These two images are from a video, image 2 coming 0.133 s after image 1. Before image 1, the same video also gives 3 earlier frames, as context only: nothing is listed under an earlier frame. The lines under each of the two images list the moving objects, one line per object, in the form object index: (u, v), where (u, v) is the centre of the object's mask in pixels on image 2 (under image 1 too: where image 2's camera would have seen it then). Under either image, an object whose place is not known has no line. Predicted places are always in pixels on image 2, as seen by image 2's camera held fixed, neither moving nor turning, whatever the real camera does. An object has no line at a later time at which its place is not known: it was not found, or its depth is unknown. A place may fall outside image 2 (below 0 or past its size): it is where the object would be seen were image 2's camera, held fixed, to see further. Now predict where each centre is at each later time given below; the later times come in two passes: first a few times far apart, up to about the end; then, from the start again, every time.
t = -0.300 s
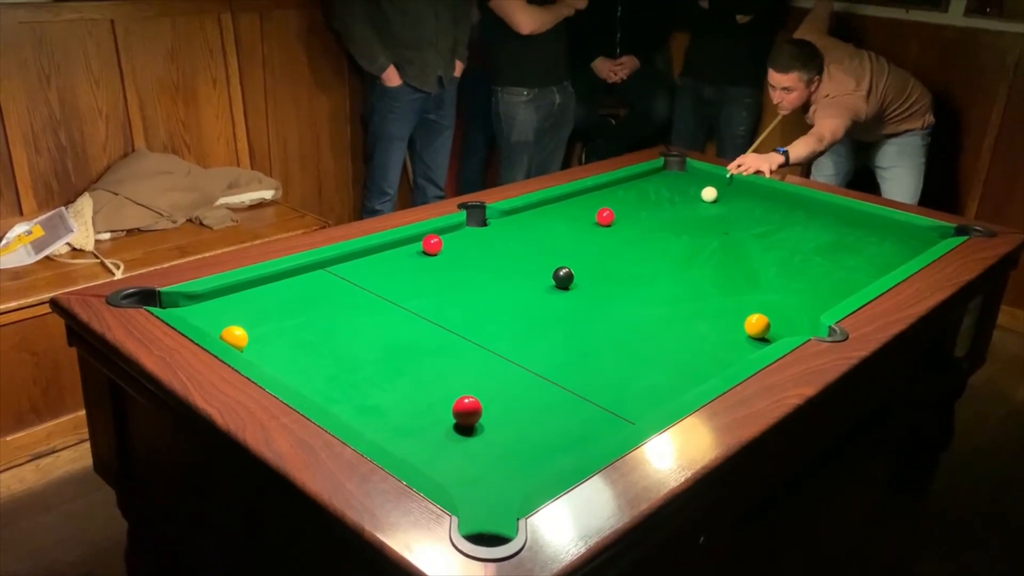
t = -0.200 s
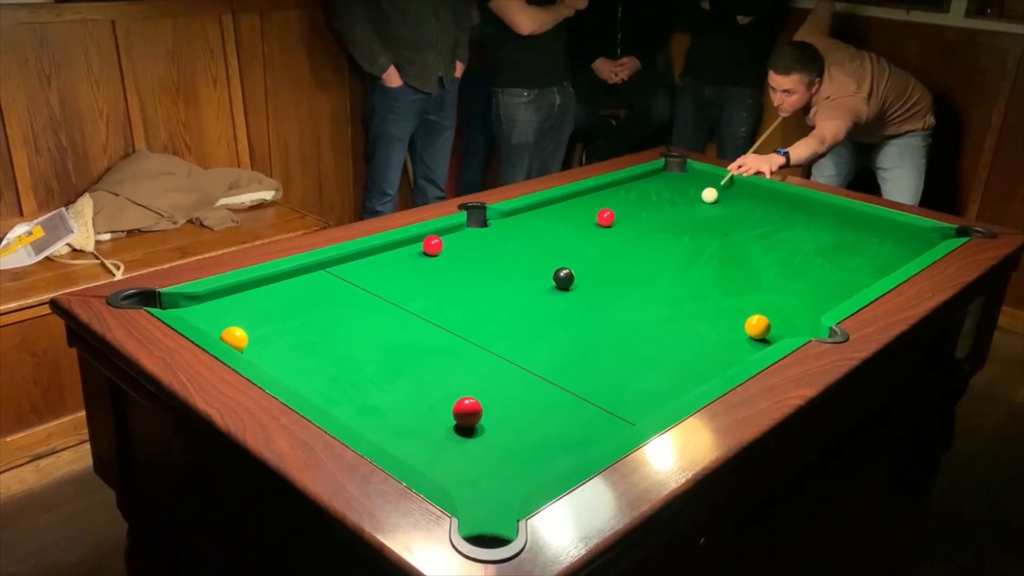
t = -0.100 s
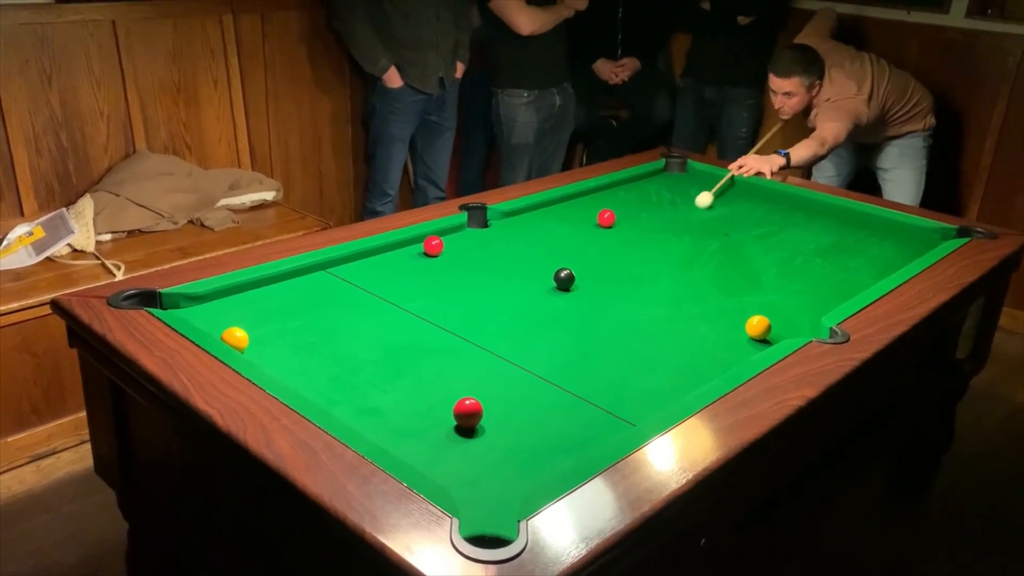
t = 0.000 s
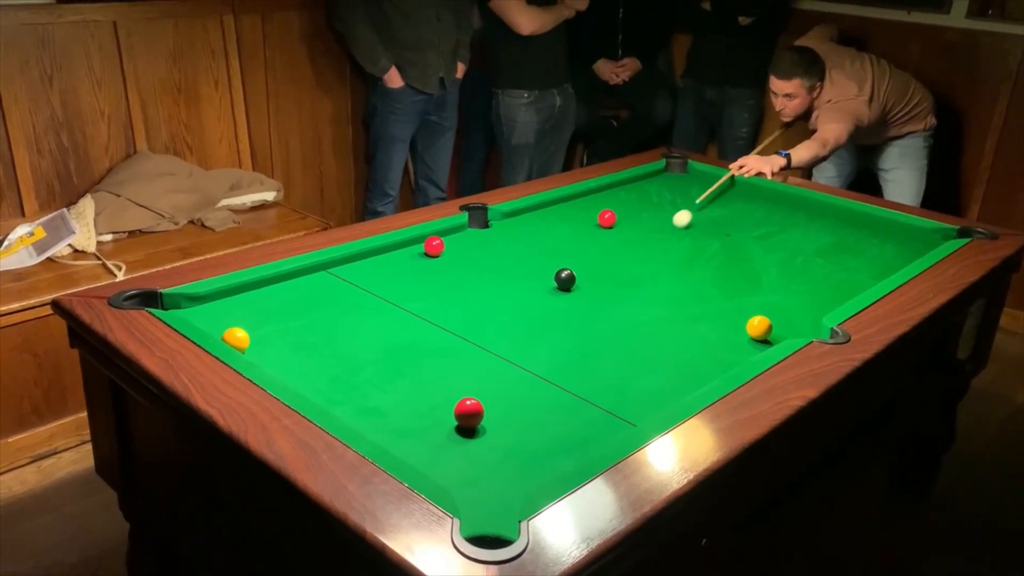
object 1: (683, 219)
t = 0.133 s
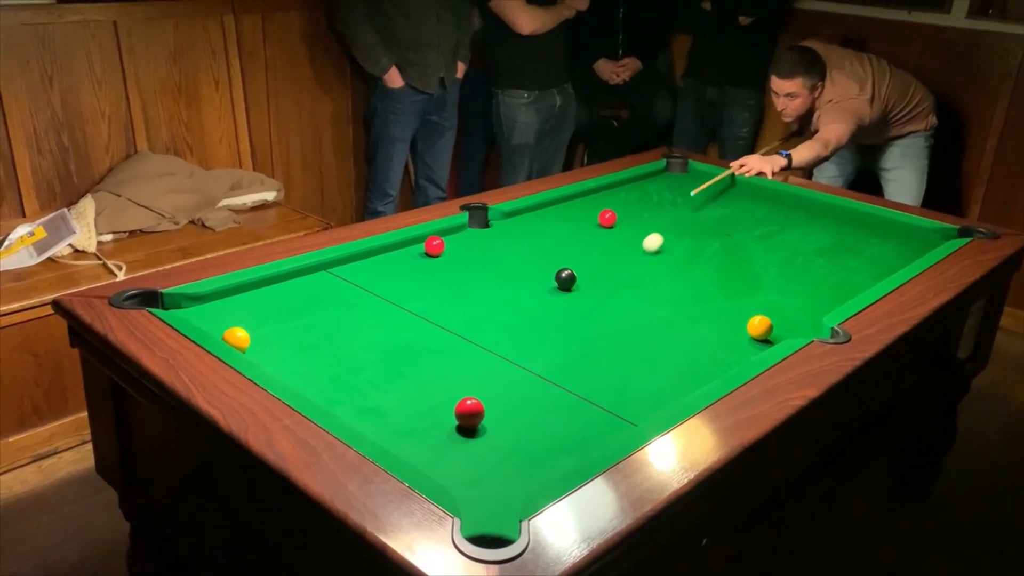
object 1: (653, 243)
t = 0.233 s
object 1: (627, 263)
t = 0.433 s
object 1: (566, 313)
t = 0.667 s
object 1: (470, 389)
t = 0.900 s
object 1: (346, 407)
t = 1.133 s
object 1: (386, 369)
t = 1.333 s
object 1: (414, 341)
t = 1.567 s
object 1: (442, 314)
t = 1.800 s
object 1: (465, 292)
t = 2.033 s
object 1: (485, 273)
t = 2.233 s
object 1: (499, 258)
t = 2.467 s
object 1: (517, 242)
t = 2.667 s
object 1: (530, 229)
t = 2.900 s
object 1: (541, 219)
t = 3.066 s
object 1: (549, 212)
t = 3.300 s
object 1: (559, 203)
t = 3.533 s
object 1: (574, 199)
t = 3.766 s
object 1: (590, 197)
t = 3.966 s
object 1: (602, 196)
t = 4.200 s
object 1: (616, 194)
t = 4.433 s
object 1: (627, 193)
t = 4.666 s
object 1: (636, 192)
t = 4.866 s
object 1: (643, 191)
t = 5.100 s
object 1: (650, 190)
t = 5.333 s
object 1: (655, 189)
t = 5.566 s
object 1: (659, 188)
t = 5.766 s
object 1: (661, 188)
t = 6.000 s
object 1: (662, 188)
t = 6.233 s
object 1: (662, 188)
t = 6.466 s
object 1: (662, 188)
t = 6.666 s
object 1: (662, 188)
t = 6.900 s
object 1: (661, 188)
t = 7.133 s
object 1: (661, 189)
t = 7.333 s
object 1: (661, 188)
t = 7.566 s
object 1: (661, 188)
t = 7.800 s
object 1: (662, 188)
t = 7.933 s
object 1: (663, 188)
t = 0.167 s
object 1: (644, 250)
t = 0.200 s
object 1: (636, 256)
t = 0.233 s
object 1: (627, 263)
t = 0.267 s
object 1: (618, 271)
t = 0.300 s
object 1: (609, 279)
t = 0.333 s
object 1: (599, 287)
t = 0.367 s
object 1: (589, 295)
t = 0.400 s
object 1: (578, 304)
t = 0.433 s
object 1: (566, 313)
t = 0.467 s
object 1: (554, 323)
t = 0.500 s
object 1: (542, 333)
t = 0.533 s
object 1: (529, 343)
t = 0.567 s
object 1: (515, 356)
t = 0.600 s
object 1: (501, 368)
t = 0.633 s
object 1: (486, 382)
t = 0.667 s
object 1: (470, 389)
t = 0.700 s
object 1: (451, 396)
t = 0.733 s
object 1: (432, 397)
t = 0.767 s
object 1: (414, 399)
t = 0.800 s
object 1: (395, 402)
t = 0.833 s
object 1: (376, 405)
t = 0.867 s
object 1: (357, 408)
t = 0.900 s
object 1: (346, 407)
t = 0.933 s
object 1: (352, 402)
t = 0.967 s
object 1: (359, 397)
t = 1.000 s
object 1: (365, 391)
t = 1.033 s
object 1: (370, 385)
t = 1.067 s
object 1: (376, 380)
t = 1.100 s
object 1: (381, 374)
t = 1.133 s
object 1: (386, 369)
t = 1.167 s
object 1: (391, 364)
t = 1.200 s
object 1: (396, 359)
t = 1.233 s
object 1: (401, 355)
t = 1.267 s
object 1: (405, 350)
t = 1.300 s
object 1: (410, 346)
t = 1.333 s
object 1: (414, 341)
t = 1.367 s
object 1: (418, 337)
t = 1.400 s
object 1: (422, 333)
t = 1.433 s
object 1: (427, 330)
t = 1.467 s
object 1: (431, 326)
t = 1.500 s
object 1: (434, 322)
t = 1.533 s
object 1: (438, 318)
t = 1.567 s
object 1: (442, 314)
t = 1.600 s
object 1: (445, 311)
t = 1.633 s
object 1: (449, 308)
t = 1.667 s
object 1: (453, 305)
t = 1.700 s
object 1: (456, 301)
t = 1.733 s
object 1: (459, 298)
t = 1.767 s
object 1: (462, 295)
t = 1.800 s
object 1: (465, 292)
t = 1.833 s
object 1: (468, 289)
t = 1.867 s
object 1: (471, 286)
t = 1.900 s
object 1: (474, 283)
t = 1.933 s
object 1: (477, 281)
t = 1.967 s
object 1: (479, 278)
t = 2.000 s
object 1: (482, 275)
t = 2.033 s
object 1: (485, 273)
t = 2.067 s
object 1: (487, 270)
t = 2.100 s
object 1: (490, 268)
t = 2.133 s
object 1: (492, 265)
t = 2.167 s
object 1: (495, 263)
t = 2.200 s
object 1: (497, 260)
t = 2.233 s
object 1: (499, 258)
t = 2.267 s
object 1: (502, 256)
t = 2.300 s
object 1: (504, 254)
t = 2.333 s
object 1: (506, 252)
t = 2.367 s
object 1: (508, 250)
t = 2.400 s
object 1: (510, 248)
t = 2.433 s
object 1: (513, 246)
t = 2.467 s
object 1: (517, 242)
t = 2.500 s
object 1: (521, 238)
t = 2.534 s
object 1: (523, 236)
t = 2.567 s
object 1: (524, 234)
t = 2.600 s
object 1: (526, 233)
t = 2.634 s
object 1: (528, 231)
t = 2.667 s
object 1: (530, 229)
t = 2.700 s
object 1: (531, 228)
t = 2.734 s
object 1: (533, 226)
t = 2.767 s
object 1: (535, 225)
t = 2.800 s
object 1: (537, 223)
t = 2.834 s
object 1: (538, 222)
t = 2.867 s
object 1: (540, 220)
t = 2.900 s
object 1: (541, 219)
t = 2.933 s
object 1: (543, 217)
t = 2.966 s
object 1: (545, 216)
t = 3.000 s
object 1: (546, 214)
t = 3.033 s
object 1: (548, 213)
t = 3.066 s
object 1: (549, 212)
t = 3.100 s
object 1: (550, 211)
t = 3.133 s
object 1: (552, 209)
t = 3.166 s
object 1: (553, 208)
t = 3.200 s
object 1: (555, 207)
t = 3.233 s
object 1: (556, 206)
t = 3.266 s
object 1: (558, 205)
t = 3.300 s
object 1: (559, 203)
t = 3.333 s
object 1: (560, 202)
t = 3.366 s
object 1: (561, 201)
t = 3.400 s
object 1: (563, 200)
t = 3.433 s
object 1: (566, 200)
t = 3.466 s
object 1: (568, 200)
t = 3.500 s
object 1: (571, 199)
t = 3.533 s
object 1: (574, 199)
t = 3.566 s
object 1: (576, 199)
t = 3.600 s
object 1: (578, 199)
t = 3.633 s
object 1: (581, 198)
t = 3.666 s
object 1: (583, 198)
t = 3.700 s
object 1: (585, 198)
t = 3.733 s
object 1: (588, 198)
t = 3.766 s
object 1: (590, 197)
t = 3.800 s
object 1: (592, 197)
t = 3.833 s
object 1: (594, 197)
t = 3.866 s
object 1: (596, 196)
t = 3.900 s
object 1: (598, 196)
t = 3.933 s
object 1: (600, 196)
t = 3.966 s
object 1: (602, 196)
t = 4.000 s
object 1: (604, 195)
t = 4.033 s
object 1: (606, 195)
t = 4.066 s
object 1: (608, 195)
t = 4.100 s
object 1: (610, 195)
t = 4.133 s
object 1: (612, 195)
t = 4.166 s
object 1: (614, 194)
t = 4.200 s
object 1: (616, 194)
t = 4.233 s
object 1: (617, 194)
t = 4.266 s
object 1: (619, 194)
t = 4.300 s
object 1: (621, 194)
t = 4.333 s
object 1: (622, 193)
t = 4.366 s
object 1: (624, 193)
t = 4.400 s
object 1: (625, 193)
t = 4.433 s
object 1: (627, 193)
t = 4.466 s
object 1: (628, 193)
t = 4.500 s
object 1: (630, 192)
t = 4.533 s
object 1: (631, 192)
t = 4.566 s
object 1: (633, 192)
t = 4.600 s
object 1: (634, 192)
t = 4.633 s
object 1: (635, 191)
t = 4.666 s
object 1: (636, 192)
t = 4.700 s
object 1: (638, 191)
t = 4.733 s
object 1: (639, 191)
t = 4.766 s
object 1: (640, 191)
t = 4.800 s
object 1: (641, 191)
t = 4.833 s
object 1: (643, 191)
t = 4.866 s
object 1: (643, 191)
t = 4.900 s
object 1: (644, 191)
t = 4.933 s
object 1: (646, 190)
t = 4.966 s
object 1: (647, 190)
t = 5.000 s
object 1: (648, 190)
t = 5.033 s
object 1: (649, 190)
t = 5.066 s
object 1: (649, 190)
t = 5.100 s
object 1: (650, 190)
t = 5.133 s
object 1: (651, 190)
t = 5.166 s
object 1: (652, 189)
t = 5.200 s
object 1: (653, 189)
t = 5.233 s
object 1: (654, 189)
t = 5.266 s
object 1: (654, 189)
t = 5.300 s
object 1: (655, 189)
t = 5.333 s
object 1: (655, 189)
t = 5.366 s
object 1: (656, 189)
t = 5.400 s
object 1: (657, 189)
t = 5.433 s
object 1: (657, 189)
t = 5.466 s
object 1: (658, 188)
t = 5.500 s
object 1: (658, 188)
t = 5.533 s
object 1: (658, 188)
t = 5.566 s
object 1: (659, 188)
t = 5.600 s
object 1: (659, 188)
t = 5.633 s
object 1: (659, 188)
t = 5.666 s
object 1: (660, 188)
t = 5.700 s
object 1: (660, 188)
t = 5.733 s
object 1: (661, 188)
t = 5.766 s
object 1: (661, 188)
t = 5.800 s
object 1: (661, 188)
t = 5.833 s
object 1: (661, 188)
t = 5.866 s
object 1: (662, 188)
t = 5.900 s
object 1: (662, 188)
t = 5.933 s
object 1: (662, 188)
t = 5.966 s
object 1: (662, 188)
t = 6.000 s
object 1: (662, 188)
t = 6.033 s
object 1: (662, 188)
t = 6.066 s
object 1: (662, 188)
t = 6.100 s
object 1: (662, 188)
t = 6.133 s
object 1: (662, 188)
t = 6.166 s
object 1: (662, 188)
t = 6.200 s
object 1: (662, 188)
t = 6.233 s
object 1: (662, 188)
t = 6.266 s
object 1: (662, 188)
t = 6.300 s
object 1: (662, 188)
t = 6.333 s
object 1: (662, 188)
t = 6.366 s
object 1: (662, 188)
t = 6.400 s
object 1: (662, 188)
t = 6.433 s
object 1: (662, 188)
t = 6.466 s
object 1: (662, 188)
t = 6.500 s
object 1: (662, 188)
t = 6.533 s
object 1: (662, 188)
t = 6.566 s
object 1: (662, 188)
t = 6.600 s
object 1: (662, 188)
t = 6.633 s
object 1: (662, 188)
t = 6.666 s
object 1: (662, 188)
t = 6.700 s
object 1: (662, 188)
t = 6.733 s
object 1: (662, 188)
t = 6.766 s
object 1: (661, 188)
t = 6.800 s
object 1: (661, 188)
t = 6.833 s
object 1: (661, 188)
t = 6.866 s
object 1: (661, 188)
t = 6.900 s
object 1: (661, 188)
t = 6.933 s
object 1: (661, 188)
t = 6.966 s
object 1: (661, 188)
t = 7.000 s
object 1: (661, 188)
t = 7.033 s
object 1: (661, 189)
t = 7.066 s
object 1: (661, 189)
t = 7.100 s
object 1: (661, 189)
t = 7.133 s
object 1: (661, 189)
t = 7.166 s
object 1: (661, 188)
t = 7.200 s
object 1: (661, 188)
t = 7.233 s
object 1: (661, 188)
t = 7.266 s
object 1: (661, 188)
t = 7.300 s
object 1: (661, 188)
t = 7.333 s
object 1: (661, 188)
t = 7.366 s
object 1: (661, 188)
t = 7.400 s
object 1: (661, 188)
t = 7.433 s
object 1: (661, 188)
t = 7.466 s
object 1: (661, 188)
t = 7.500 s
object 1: (661, 188)
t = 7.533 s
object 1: (661, 188)
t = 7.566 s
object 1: (661, 188)
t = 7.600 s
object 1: (661, 188)
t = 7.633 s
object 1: (661, 188)
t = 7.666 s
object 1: (661, 188)
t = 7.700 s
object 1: (661, 188)
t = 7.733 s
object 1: (662, 188)
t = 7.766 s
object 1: (662, 188)
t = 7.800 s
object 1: (662, 188)
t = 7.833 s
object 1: (662, 188)
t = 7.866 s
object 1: (662, 188)
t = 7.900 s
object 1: (663, 188)
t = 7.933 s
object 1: (663, 188)
